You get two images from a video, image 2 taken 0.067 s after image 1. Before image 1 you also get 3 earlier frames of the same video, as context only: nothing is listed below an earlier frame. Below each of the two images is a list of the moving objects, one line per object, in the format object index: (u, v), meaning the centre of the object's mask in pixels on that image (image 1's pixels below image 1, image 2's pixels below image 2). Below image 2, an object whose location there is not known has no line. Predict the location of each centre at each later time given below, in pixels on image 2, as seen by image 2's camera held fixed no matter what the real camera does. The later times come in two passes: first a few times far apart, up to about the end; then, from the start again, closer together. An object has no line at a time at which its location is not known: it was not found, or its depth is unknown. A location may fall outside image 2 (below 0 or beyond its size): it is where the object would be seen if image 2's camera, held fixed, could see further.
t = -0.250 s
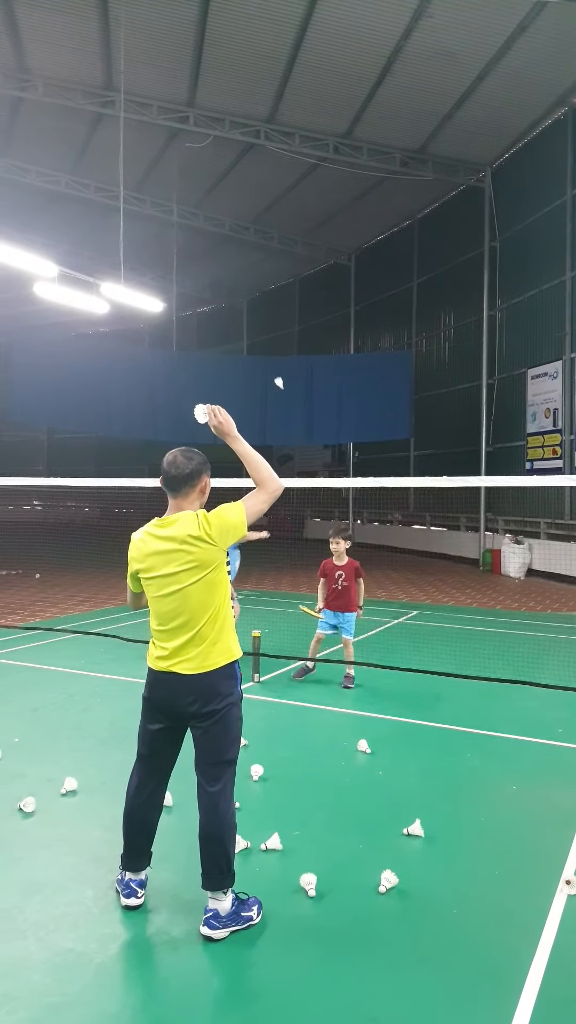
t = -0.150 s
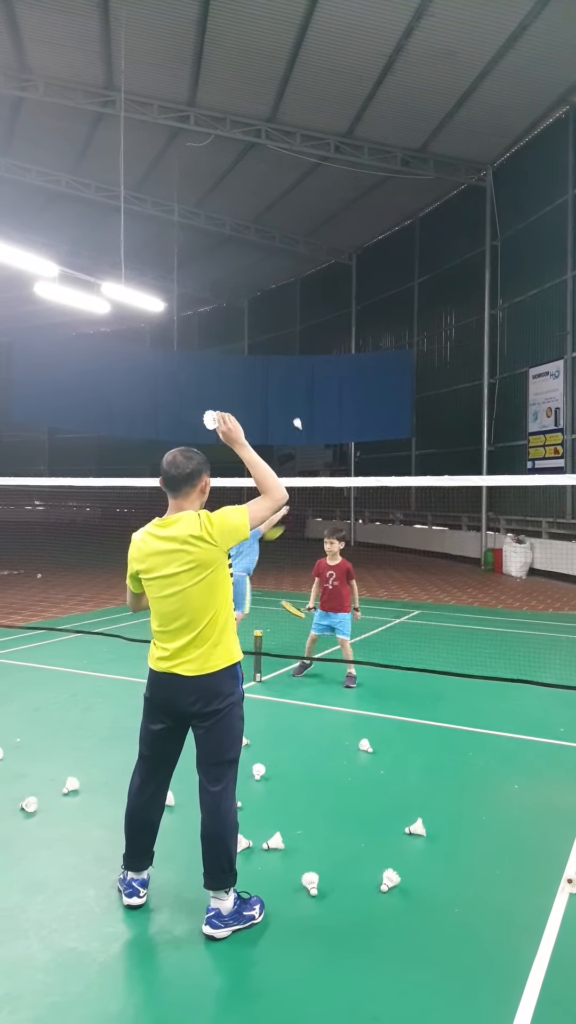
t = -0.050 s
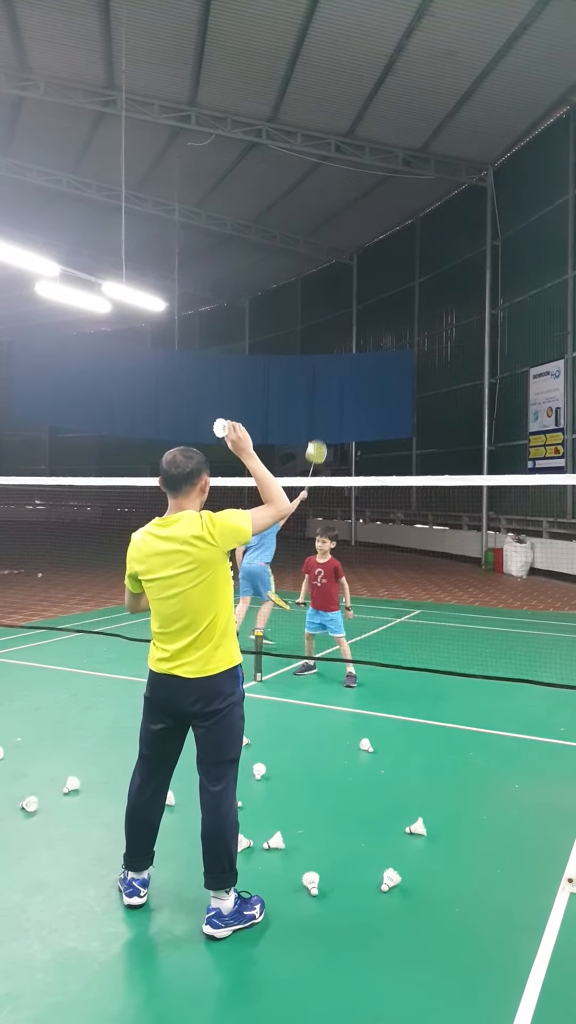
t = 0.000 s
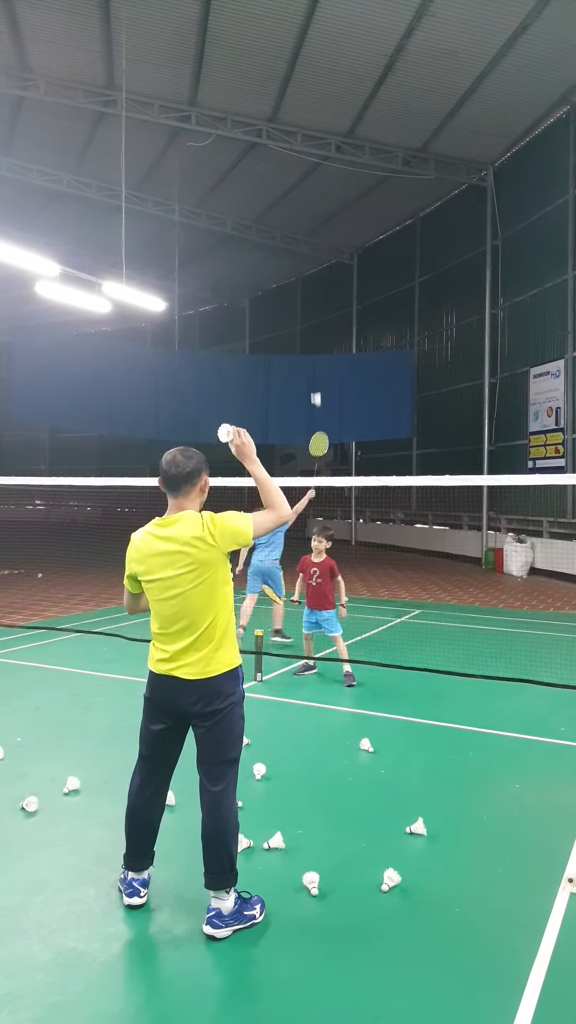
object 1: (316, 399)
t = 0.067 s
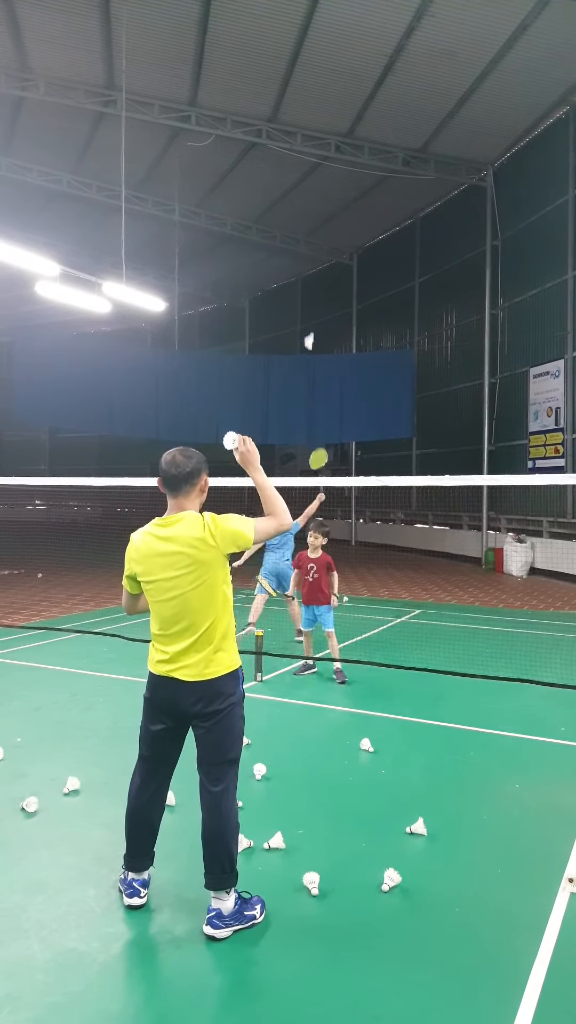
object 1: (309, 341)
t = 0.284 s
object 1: (310, 180)
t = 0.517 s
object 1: (309, 61)
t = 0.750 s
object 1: (308, 20)
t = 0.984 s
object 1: (297, 100)
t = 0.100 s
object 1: (310, 314)
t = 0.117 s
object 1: (311, 301)
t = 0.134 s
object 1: (311, 287)
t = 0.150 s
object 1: (312, 274)
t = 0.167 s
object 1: (312, 261)
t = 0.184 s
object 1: (311, 249)
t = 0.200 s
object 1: (311, 236)
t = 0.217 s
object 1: (311, 225)
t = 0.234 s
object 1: (310, 213)
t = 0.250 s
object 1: (310, 202)
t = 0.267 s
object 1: (310, 191)
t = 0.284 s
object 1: (310, 180)
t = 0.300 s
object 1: (310, 170)
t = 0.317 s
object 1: (310, 160)
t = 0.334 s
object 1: (310, 150)
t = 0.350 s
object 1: (310, 140)
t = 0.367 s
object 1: (309, 131)
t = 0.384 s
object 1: (310, 122)
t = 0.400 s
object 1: (309, 113)
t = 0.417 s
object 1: (309, 104)
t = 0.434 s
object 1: (309, 96)
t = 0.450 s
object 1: (309, 88)
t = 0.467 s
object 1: (309, 81)
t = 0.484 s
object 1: (309, 74)
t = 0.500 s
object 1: (309, 67)
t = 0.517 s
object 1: (309, 61)
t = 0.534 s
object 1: (309, 55)
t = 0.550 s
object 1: (309, 50)
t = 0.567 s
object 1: (309, 45)
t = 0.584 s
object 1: (309, 40)
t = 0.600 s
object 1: (309, 36)
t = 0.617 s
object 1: (309, 32)
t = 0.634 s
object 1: (309, 28)
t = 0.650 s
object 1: (309, 26)
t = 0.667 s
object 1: (309, 23)
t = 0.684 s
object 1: (309, 22)
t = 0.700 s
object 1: (308, 20)
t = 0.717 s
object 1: (308, 20)
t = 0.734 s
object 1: (308, 20)
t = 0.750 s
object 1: (308, 20)
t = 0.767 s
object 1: (307, 22)
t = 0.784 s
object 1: (307, 24)
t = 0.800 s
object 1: (306, 26)
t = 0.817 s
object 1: (306, 29)
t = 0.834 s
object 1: (305, 33)
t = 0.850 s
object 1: (304, 37)
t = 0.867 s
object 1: (303, 43)
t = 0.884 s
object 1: (303, 49)
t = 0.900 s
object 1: (302, 56)
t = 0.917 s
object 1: (301, 63)
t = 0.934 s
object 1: (300, 71)
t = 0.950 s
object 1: (299, 80)
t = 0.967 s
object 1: (298, 89)
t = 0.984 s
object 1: (297, 100)
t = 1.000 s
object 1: (296, 111)
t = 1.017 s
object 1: (295, 123)
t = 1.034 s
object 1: (294, 136)
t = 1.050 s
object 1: (293, 150)
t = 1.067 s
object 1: (293, 164)
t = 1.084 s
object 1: (292, 180)
